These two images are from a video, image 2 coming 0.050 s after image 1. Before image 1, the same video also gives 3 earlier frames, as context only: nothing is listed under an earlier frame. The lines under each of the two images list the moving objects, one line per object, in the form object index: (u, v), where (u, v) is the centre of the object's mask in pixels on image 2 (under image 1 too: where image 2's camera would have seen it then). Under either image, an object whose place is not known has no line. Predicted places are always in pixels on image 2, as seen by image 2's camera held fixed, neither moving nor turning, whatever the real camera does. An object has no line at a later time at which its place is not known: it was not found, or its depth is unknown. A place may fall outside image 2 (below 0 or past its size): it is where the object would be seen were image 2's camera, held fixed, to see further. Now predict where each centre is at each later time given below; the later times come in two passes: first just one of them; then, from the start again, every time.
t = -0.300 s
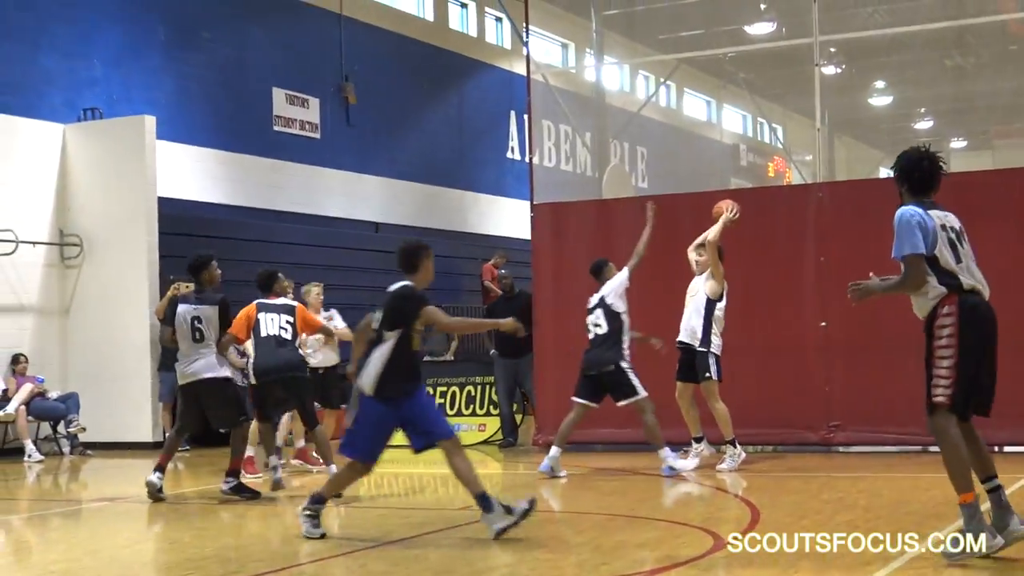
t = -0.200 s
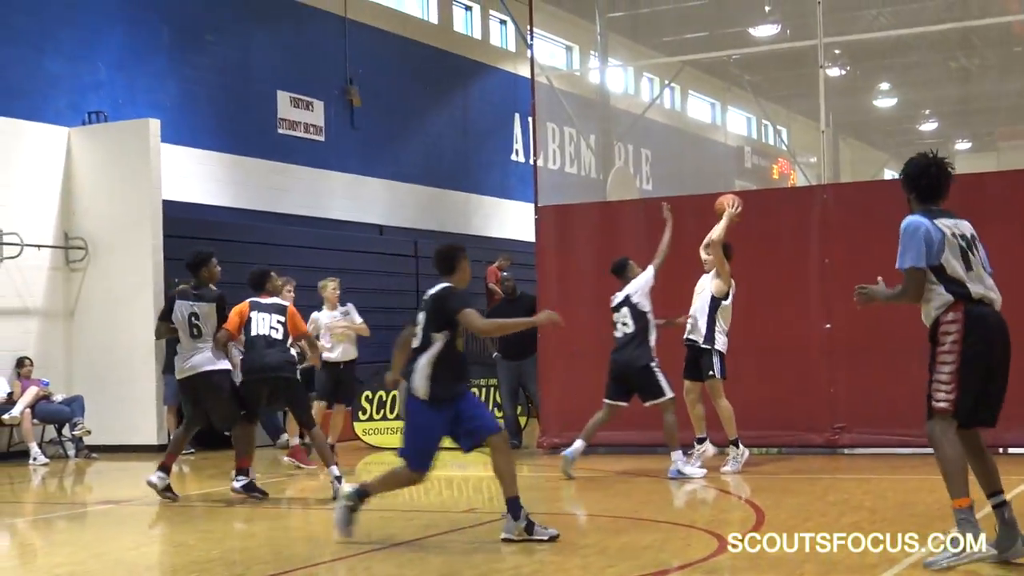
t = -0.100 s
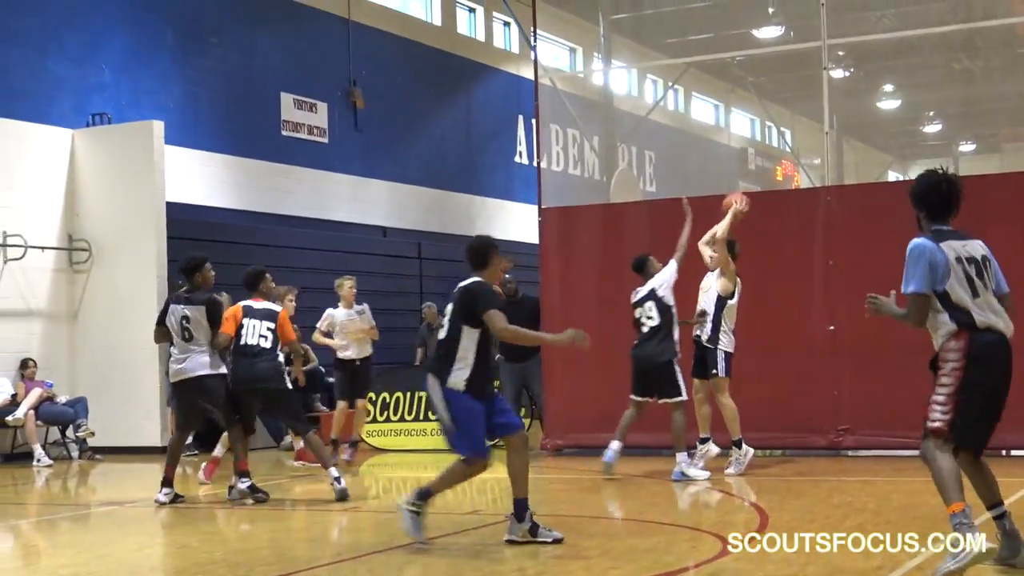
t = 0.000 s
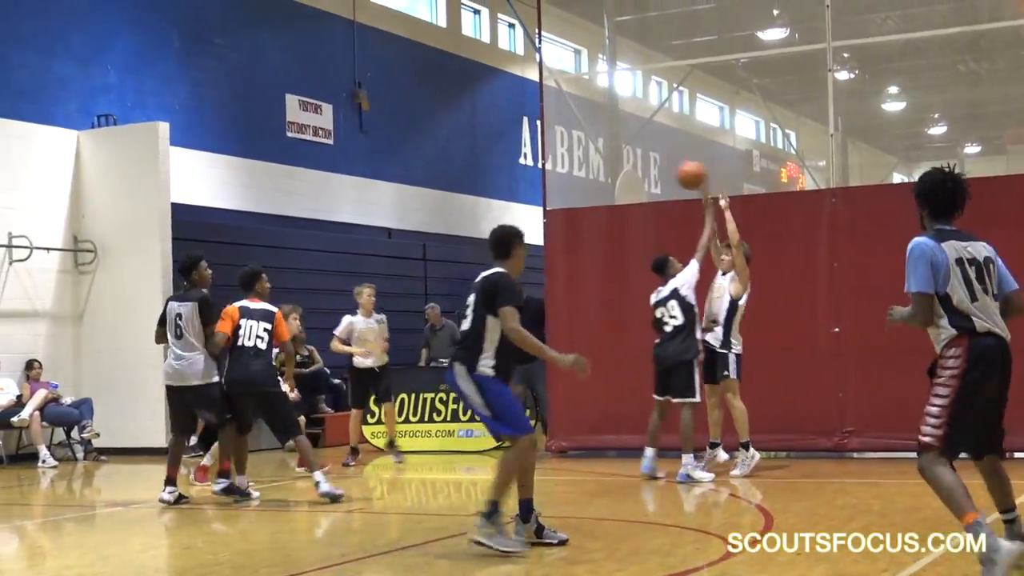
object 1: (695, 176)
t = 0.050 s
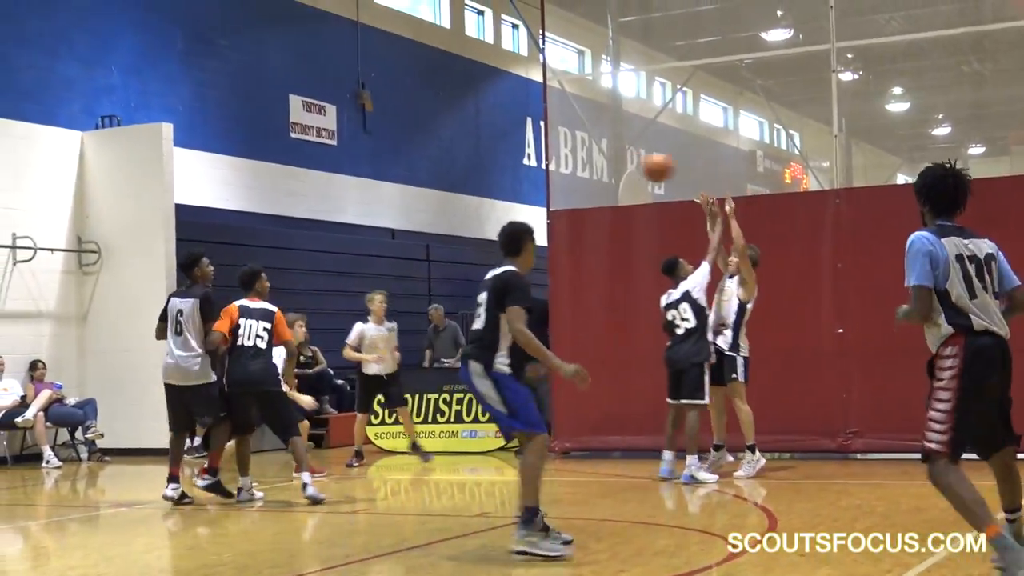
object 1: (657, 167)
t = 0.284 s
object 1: (468, 165)
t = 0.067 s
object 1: (644, 166)
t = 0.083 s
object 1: (630, 163)
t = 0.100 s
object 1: (617, 161)
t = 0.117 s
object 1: (605, 160)
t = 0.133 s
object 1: (592, 159)
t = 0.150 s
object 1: (578, 159)
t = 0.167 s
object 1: (564, 158)
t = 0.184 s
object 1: (550, 157)
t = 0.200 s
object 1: (537, 158)
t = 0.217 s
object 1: (522, 159)
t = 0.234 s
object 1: (507, 159)
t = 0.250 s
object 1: (496, 161)
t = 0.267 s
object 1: (482, 163)
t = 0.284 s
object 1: (468, 165)
